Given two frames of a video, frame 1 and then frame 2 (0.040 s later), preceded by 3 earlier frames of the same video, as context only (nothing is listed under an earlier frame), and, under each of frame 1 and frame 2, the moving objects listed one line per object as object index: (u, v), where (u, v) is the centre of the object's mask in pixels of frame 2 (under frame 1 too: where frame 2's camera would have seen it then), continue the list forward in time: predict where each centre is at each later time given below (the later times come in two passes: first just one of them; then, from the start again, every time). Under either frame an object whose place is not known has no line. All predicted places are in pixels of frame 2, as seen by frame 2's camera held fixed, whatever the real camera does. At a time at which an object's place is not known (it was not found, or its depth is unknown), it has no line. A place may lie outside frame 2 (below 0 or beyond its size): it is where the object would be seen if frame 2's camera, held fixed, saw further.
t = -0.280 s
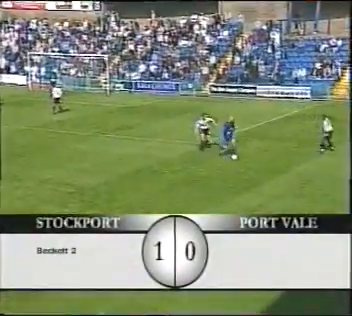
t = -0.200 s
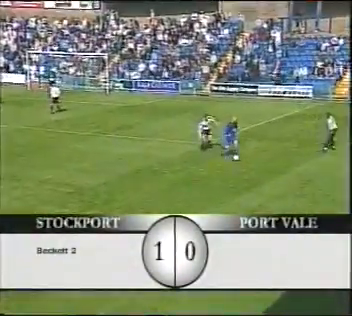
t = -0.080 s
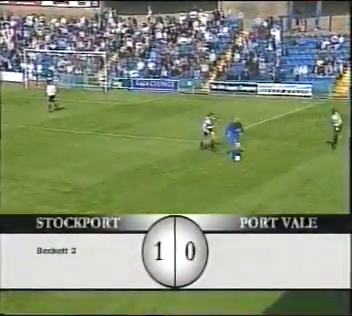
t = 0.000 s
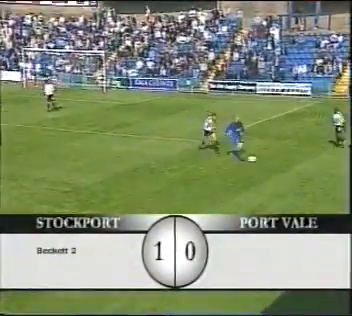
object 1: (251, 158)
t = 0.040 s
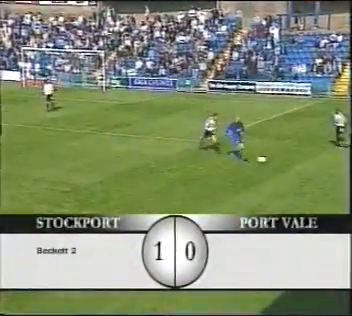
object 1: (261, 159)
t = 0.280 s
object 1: (323, 164)
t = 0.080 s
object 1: (272, 160)
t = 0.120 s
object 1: (283, 161)
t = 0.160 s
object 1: (293, 161)
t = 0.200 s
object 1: (303, 163)
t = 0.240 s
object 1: (312, 163)
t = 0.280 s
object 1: (323, 164)
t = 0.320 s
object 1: (331, 165)
